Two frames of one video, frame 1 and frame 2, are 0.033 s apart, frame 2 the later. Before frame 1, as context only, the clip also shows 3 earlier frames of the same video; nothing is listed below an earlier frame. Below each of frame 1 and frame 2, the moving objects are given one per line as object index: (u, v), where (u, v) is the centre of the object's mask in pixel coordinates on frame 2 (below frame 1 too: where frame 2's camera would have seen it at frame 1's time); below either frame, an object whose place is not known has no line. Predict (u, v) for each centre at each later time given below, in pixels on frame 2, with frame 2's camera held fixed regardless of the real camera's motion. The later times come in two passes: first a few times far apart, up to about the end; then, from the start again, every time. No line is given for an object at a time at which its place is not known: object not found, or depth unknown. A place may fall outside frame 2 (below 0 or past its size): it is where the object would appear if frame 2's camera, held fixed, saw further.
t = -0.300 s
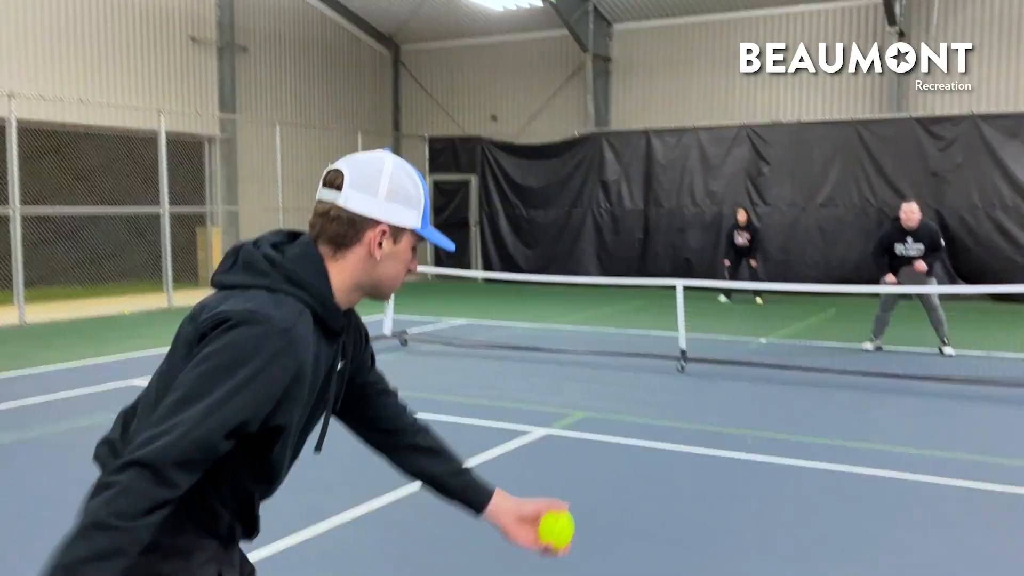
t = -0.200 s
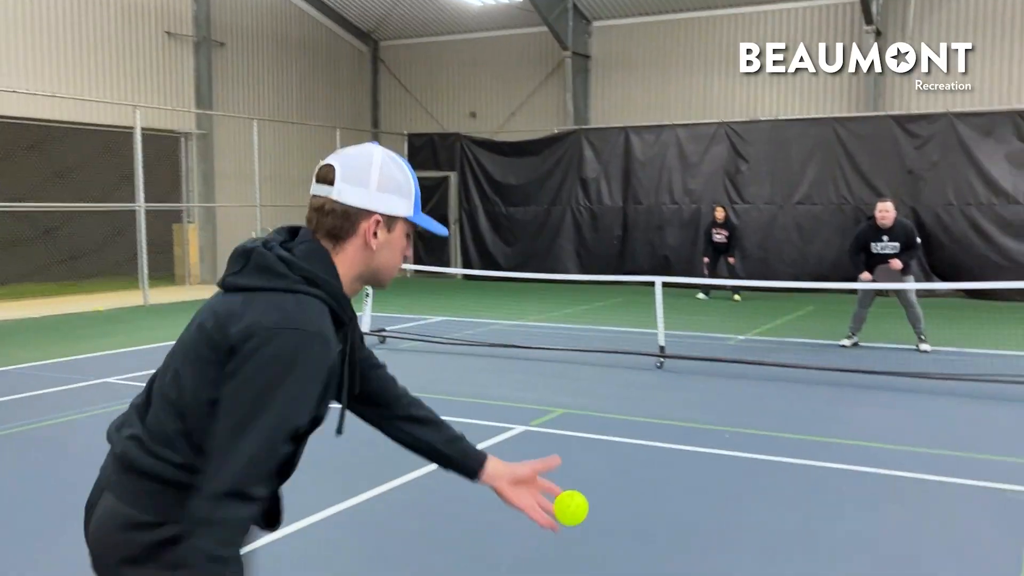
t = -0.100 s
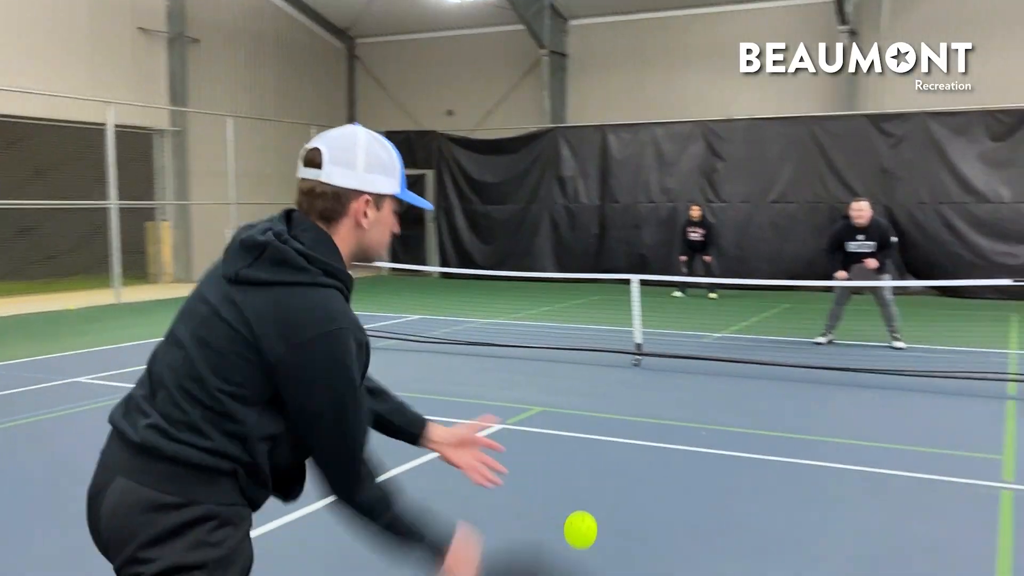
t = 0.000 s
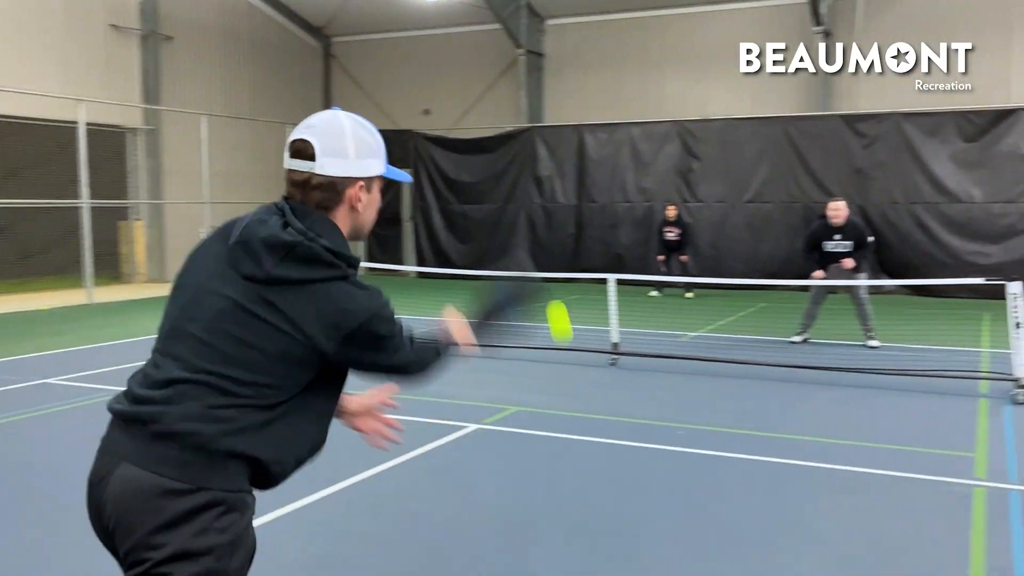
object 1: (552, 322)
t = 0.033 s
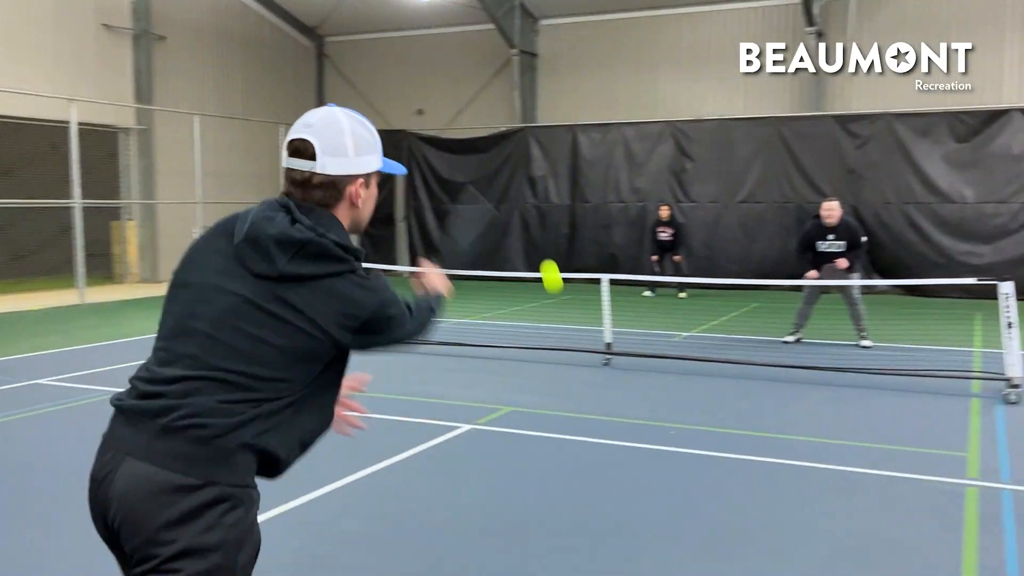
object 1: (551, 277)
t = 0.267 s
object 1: (545, 177)
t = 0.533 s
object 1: (540, 210)
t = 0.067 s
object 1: (550, 244)
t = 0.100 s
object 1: (549, 220)
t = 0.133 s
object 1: (548, 203)
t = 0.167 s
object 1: (547, 192)
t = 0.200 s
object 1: (546, 184)
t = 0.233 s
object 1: (545, 180)
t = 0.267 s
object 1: (545, 177)
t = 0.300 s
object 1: (544, 177)
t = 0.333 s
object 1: (543, 179)
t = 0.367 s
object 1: (543, 182)
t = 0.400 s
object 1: (543, 186)
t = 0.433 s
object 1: (542, 191)
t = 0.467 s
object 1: (542, 197)
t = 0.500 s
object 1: (541, 203)
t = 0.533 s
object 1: (540, 210)
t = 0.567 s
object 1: (540, 218)
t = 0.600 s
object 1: (539, 227)
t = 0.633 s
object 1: (539, 236)
